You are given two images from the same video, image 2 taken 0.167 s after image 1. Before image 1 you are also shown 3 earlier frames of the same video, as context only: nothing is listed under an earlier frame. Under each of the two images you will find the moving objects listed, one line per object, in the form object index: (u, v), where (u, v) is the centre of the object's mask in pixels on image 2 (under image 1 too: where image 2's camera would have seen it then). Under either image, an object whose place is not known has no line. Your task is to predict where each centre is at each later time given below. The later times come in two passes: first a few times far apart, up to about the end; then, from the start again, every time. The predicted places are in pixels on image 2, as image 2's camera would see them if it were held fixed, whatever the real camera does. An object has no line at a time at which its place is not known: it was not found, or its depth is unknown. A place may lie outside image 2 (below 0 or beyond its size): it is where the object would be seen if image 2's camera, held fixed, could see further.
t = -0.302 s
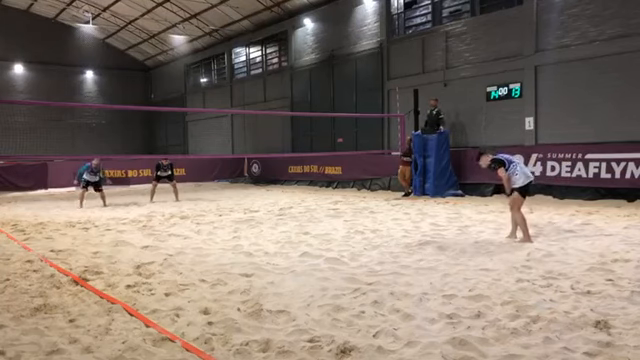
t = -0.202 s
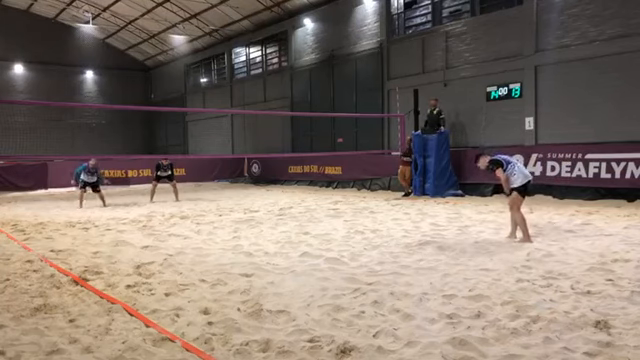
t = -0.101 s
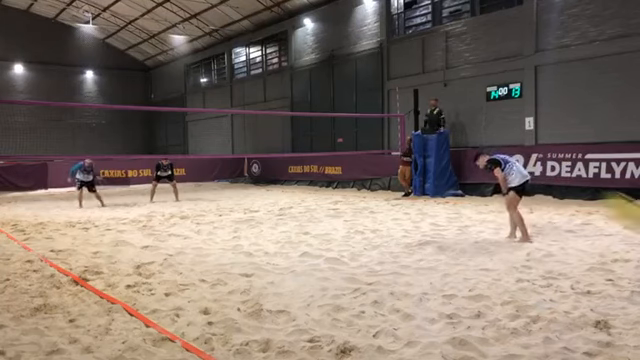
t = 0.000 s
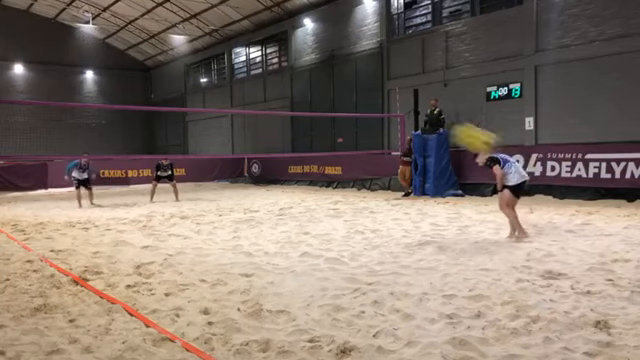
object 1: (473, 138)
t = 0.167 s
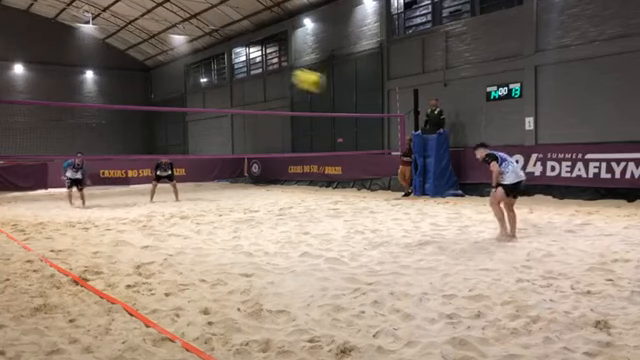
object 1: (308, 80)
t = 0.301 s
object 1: (217, 63)
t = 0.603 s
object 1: (91, 79)
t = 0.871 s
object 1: (25, 123)
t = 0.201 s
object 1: (283, 74)
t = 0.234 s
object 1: (260, 69)
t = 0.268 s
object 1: (237, 65)
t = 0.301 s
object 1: (217, 63)
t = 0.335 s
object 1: (199, 61)
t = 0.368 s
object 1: (181, 61)
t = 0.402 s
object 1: (165, 61)
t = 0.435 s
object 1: (150, 63)
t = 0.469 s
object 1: (136, 65)
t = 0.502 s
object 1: (124, 68)
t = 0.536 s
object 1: (112, 71)
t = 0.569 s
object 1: (102, 74)
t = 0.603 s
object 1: (91, 79)
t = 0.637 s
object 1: (80, 83)
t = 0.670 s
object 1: (71, 88)
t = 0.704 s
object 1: (63, 93)
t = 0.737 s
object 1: (55, 98)
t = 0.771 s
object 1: (46, 105)
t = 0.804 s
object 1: (39, 111)
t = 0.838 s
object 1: (32, 117)
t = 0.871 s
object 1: (25, 123)
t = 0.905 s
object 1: (19, 130)
